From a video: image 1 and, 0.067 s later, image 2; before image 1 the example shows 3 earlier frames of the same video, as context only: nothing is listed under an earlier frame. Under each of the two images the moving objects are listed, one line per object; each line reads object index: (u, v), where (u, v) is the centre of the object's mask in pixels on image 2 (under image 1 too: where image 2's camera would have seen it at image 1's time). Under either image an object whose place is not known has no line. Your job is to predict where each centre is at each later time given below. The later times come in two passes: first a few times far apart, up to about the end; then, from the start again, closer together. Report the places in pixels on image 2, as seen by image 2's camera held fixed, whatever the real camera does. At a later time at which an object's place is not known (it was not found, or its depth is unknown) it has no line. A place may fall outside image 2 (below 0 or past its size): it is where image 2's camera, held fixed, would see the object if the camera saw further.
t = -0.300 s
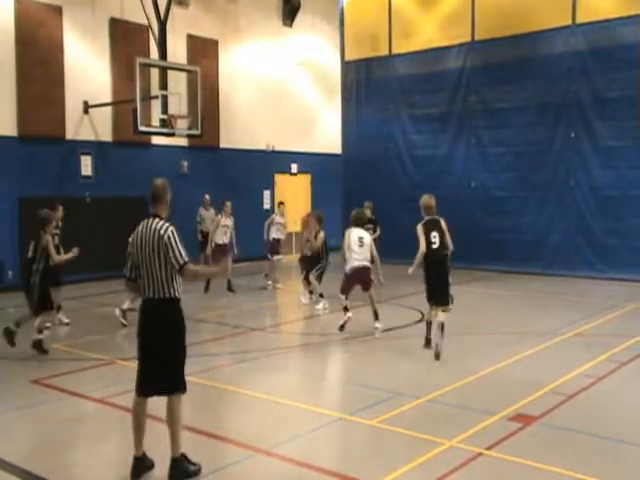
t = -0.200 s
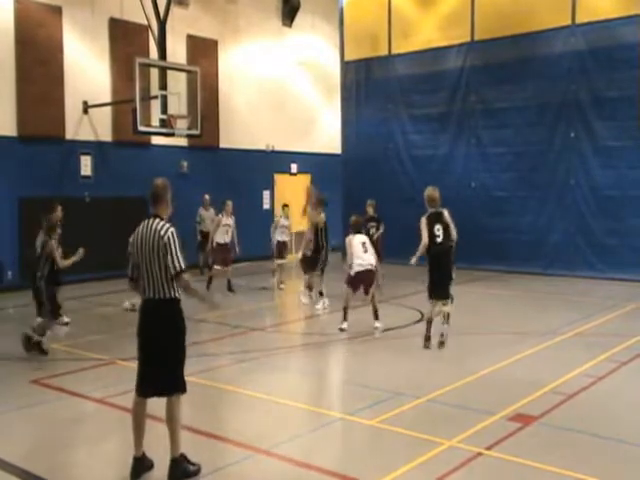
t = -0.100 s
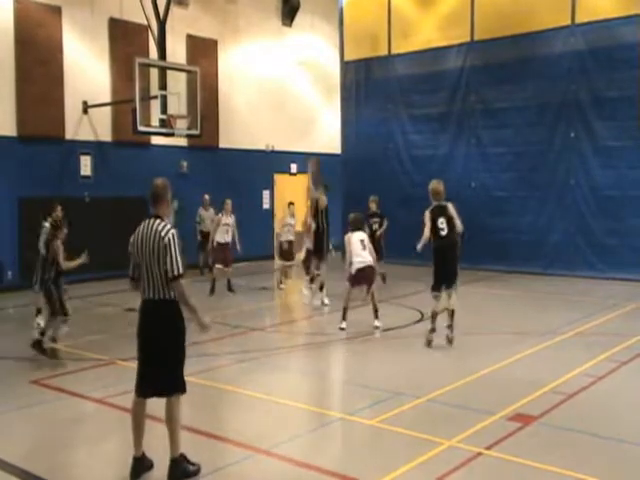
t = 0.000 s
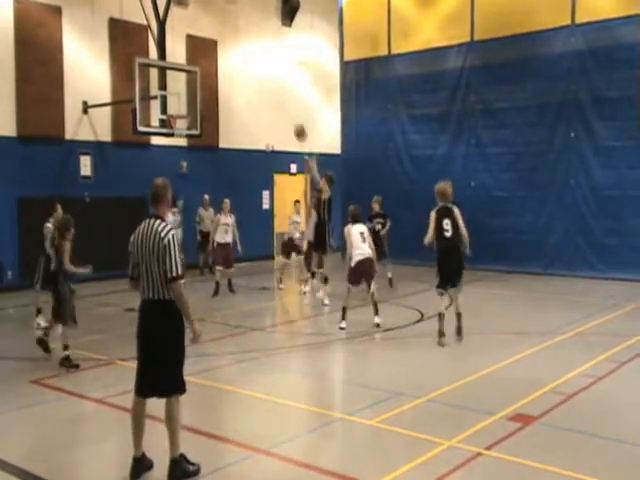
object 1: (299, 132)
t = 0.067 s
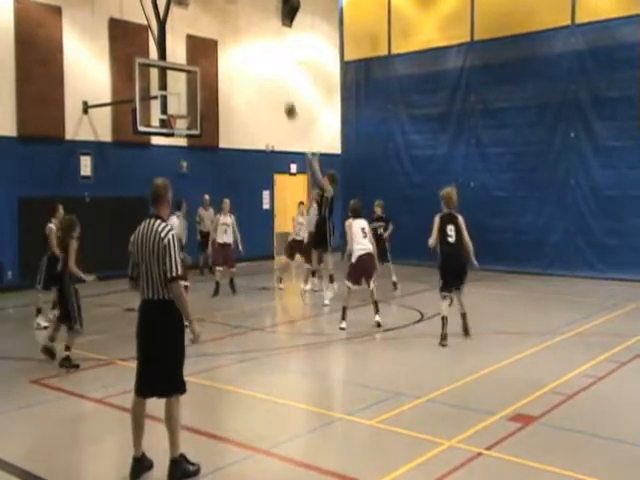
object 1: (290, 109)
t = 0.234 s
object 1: (267, 70)
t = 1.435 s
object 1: (217, 91)
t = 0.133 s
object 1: (281, 92)
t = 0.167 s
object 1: (276, 83)
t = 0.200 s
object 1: (271, 76)
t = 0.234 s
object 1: (267, 70)
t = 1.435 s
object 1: (217, 91)
